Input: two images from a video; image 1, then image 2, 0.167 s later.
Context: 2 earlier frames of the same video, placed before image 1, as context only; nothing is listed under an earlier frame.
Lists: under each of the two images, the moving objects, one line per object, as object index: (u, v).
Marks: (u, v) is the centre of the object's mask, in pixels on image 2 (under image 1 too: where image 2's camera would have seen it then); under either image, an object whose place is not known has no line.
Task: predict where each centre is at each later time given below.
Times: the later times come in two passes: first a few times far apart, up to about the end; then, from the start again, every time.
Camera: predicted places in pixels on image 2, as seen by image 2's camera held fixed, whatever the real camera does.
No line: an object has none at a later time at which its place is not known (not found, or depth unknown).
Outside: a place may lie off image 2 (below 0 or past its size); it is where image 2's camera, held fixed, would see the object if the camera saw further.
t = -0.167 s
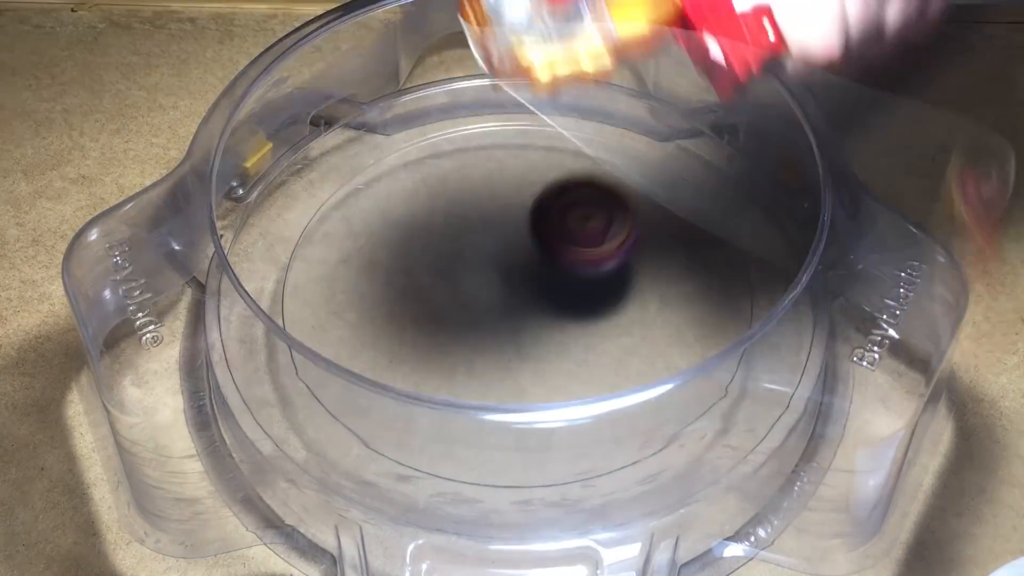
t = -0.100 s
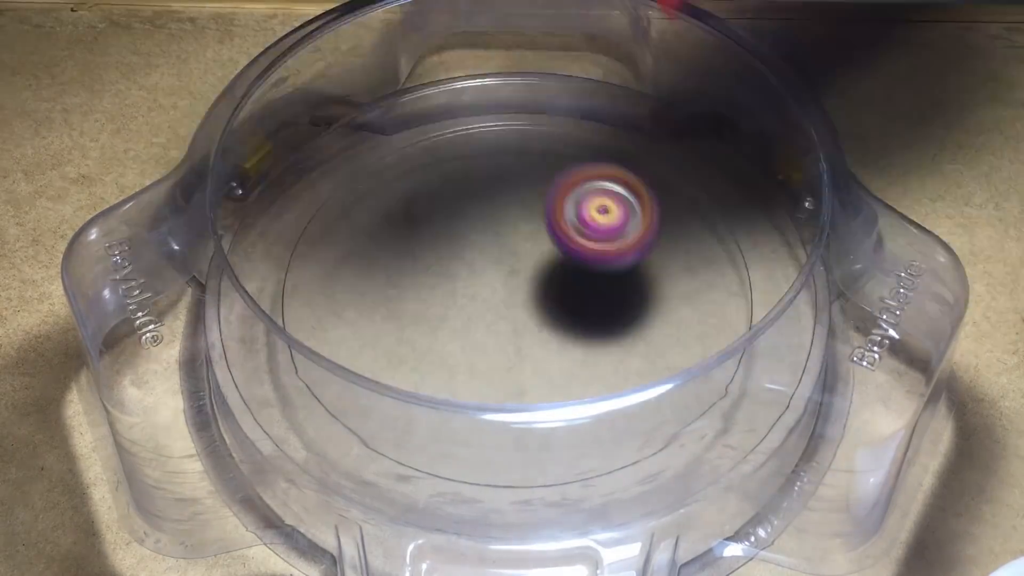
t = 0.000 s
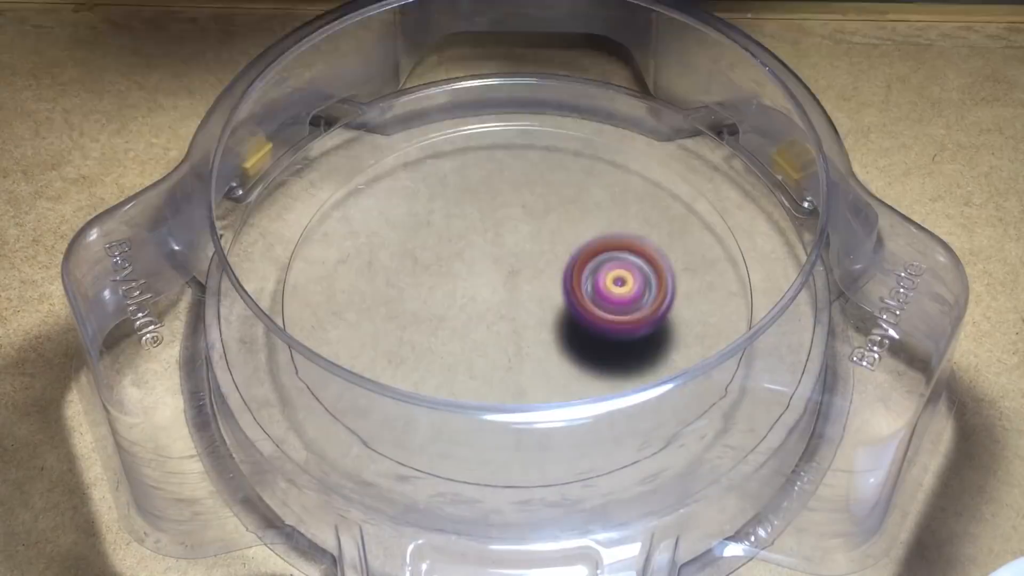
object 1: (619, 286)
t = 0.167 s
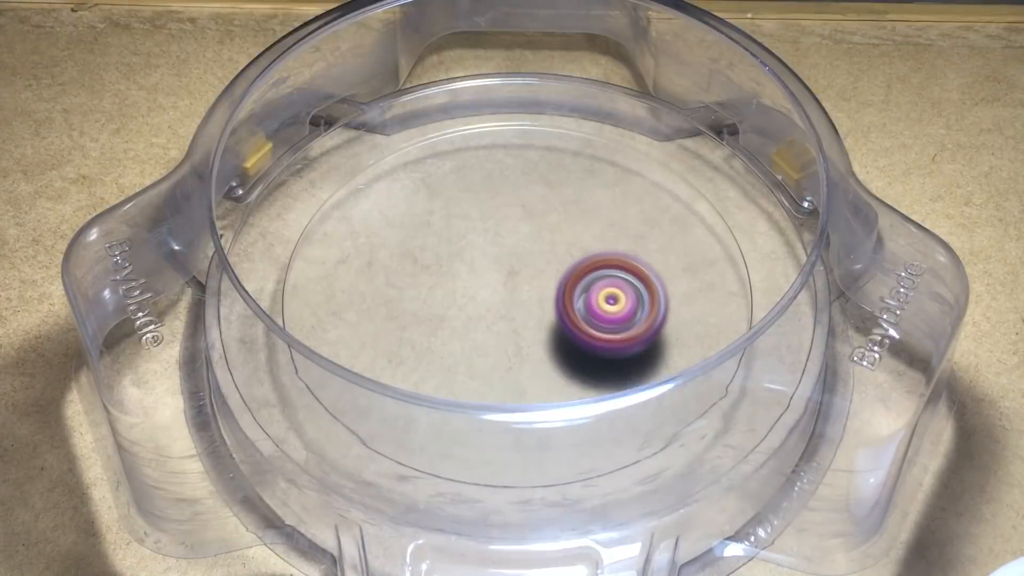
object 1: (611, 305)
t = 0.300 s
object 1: (591, 282)
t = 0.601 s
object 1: (532, 226)
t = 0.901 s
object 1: (535, 272)
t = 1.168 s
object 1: (567, 308)
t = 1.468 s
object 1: (548, 271)
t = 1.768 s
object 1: (525, 262)
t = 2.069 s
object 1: (528, 313)
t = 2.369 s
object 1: (554, 306)
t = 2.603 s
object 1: (547, 281)
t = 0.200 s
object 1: (607, 301)
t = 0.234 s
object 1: (602, 296)
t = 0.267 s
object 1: (597, 289)
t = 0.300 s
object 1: (591, 282)
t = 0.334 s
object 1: (585, 274)
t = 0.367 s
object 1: (579, 266)
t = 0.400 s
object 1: (571, 258)
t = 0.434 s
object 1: (564, 251)
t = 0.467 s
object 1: (556, 244)
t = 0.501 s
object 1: (549, 238)
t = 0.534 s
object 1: (543, 232)
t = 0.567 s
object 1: (537, 228)
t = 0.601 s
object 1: (532, 226)
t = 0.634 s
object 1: (528, 225)
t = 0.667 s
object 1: (525, 226)
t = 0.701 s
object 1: (523, 228)
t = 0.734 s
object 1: (522, 233)
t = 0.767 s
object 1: (522, 239)
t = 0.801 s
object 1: (524, 246)
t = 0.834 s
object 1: (526, 254)
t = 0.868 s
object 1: (530, 263)
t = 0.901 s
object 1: (535, 272)
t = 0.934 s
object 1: (541, 281)
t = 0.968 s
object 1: (547, 289)
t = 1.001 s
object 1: (553, 295)
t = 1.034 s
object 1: (557, 300)
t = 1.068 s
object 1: (560, 303)
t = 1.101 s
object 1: (563, 308)
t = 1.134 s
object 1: (565, 309)
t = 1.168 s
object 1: (567, 308)
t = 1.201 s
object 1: (567, 308)
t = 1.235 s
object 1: (566, 305)
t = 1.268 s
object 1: (565, 301)
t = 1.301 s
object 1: (564, 297)
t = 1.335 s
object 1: (561, 292)
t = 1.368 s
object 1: (558, 287)
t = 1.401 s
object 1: (555, 281)
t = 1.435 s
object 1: (552, 276)
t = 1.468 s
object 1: (548, 271)
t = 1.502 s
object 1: (545, 266)
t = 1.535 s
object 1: (543, 261)
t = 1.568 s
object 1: (540, 258)
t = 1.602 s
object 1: (537, 256)
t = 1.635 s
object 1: (534, 254)
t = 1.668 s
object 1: (532, 254)
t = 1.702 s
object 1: (529, 256)
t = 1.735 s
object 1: (527, 258)
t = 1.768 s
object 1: (525, 262)
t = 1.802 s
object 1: (524, 267)
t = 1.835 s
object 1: (523, 272)
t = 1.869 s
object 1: (522, 278)
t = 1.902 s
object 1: (521, 284)
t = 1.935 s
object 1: (521, 290)
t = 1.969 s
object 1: (522, 296)
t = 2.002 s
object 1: (523, 302)
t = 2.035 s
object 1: (525, 308)
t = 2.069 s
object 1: (528, 313)
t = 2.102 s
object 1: (531, 317)
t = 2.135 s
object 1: (534, 320)
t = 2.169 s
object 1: (537, 321)
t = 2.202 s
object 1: (540, 321)
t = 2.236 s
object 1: (543, 319)
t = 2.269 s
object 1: (546, 317)
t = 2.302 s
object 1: (549, 314)
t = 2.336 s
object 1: (552, 310)
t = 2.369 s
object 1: (554, 306)
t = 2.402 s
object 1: (555, 302)
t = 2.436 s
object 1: (556, 298)
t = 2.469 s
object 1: (556, 294)
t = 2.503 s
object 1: (555, 290)
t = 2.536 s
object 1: (553, 286)
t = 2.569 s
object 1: (550, 284)
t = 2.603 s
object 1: (547, 281)
